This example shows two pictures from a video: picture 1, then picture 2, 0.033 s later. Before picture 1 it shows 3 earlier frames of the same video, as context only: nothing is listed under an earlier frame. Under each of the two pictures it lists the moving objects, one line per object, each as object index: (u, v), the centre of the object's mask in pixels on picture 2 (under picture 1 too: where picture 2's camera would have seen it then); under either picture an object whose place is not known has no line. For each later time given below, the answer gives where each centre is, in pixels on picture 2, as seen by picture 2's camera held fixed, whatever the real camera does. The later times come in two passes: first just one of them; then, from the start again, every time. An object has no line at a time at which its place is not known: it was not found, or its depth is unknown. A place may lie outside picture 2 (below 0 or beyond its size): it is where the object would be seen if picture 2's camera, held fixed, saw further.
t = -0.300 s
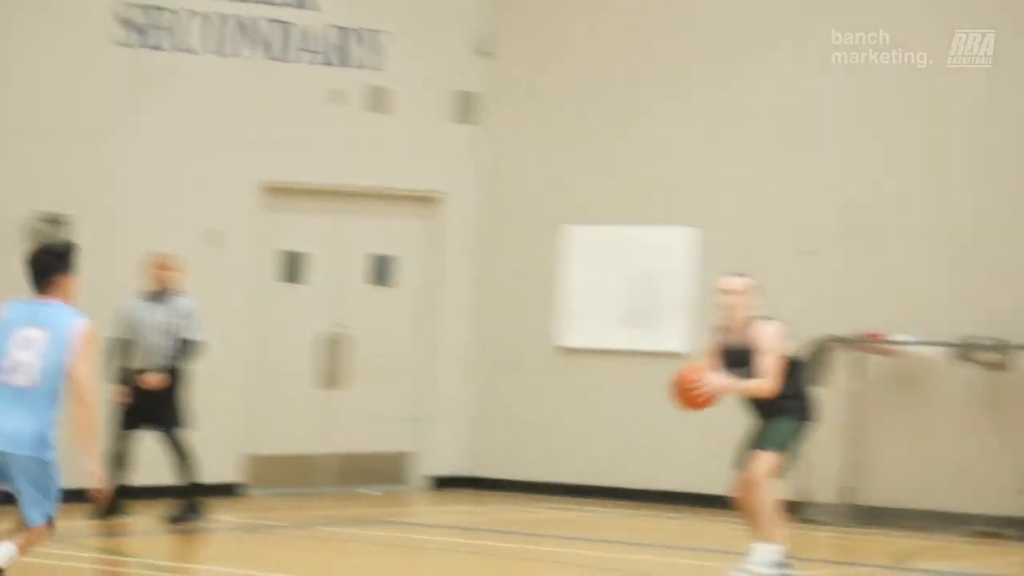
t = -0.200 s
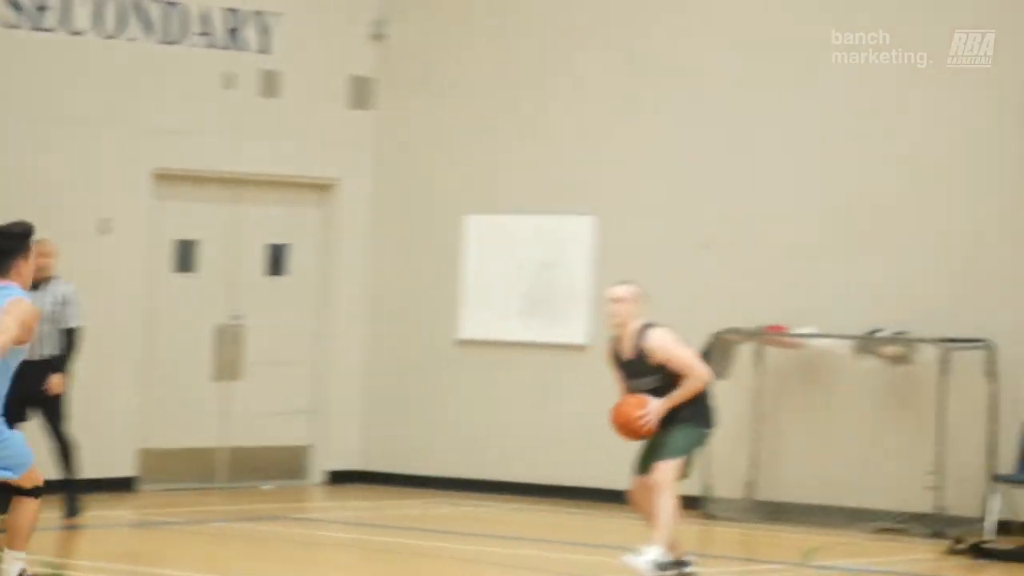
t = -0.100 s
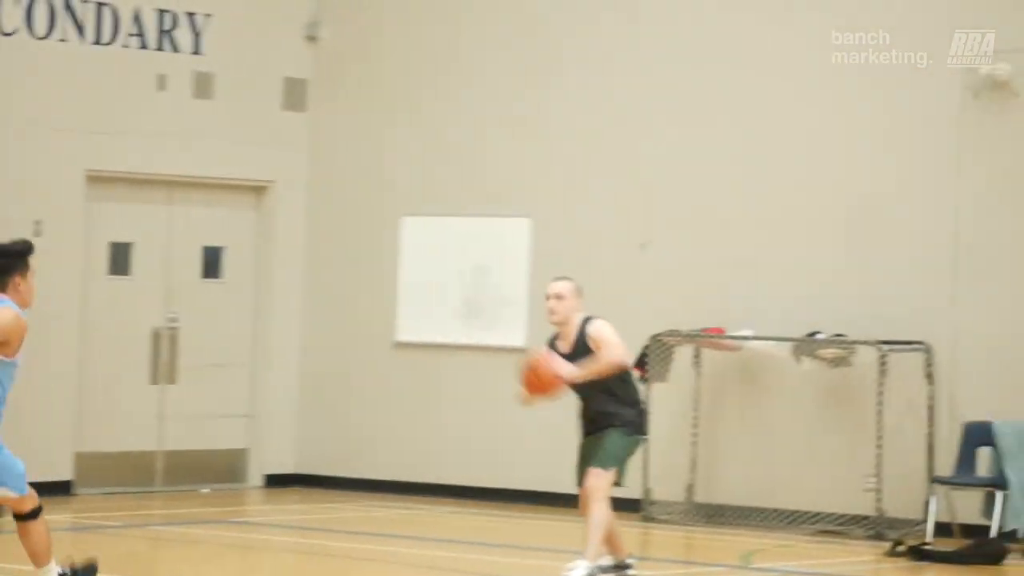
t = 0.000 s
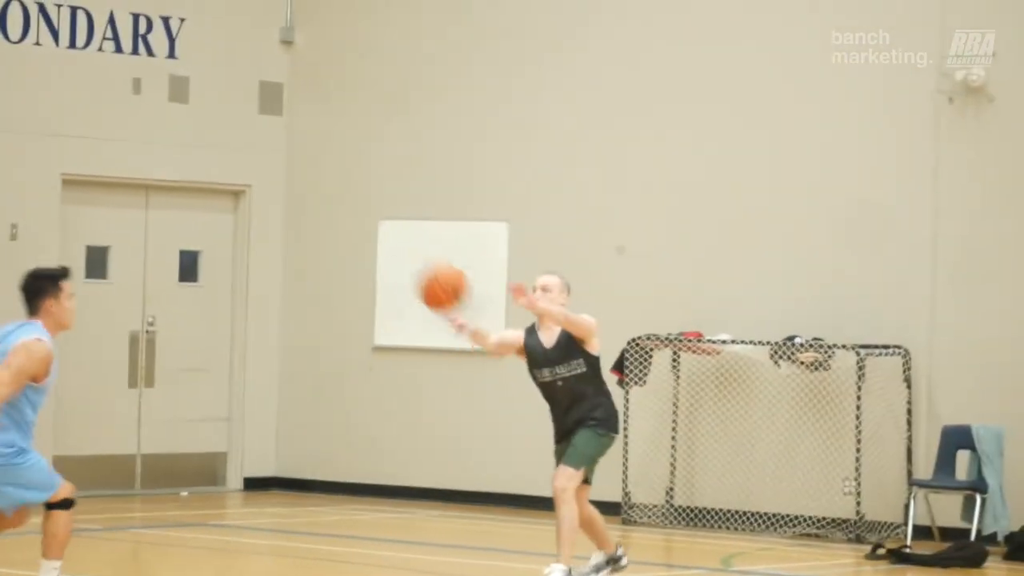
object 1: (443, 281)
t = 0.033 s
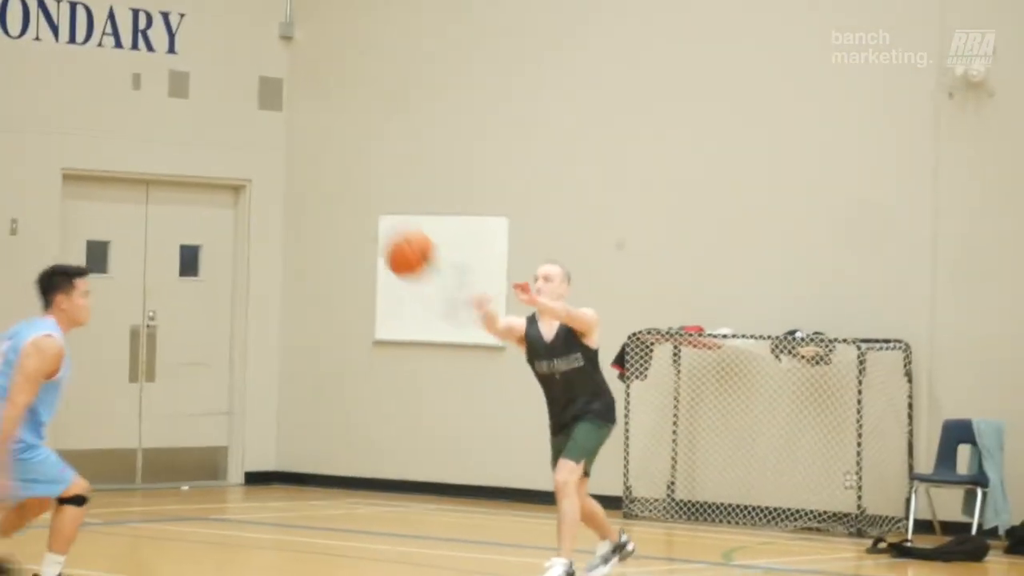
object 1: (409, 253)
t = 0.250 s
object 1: (144, 92)
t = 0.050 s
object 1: (390, 238)
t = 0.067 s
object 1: (371, 224)
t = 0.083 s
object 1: (354, 212)
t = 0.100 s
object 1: (337, 200)
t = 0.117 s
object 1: (317, 186)
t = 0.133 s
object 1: (299, 174)
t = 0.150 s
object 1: (278, 160)
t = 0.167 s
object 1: (257, 148)
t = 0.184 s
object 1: (236, 138)
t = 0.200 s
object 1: (214, 126)
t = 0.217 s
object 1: (191, 114)
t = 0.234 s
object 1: (167, 102)
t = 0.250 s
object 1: (144, 92)
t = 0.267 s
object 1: (117, 80)
